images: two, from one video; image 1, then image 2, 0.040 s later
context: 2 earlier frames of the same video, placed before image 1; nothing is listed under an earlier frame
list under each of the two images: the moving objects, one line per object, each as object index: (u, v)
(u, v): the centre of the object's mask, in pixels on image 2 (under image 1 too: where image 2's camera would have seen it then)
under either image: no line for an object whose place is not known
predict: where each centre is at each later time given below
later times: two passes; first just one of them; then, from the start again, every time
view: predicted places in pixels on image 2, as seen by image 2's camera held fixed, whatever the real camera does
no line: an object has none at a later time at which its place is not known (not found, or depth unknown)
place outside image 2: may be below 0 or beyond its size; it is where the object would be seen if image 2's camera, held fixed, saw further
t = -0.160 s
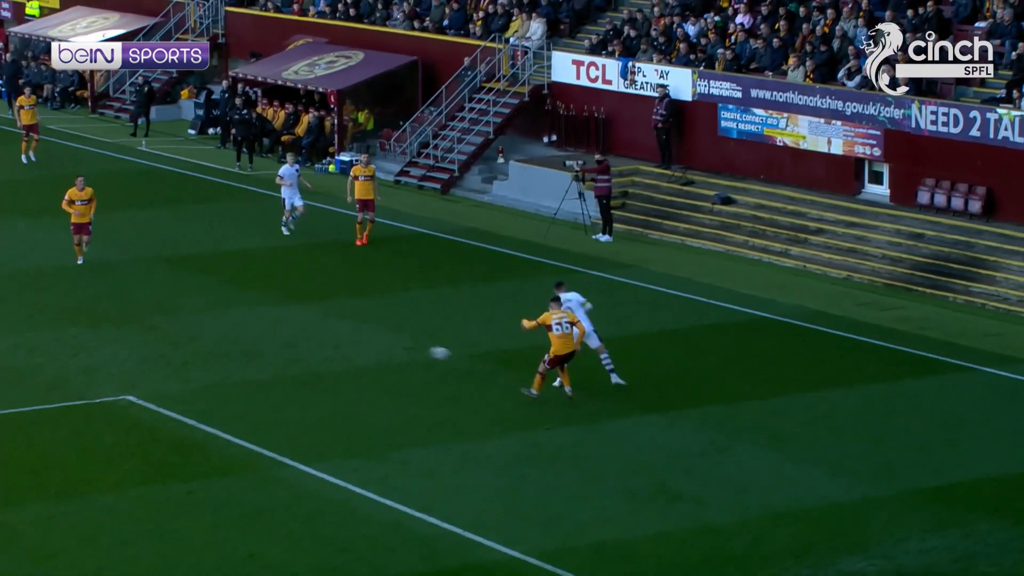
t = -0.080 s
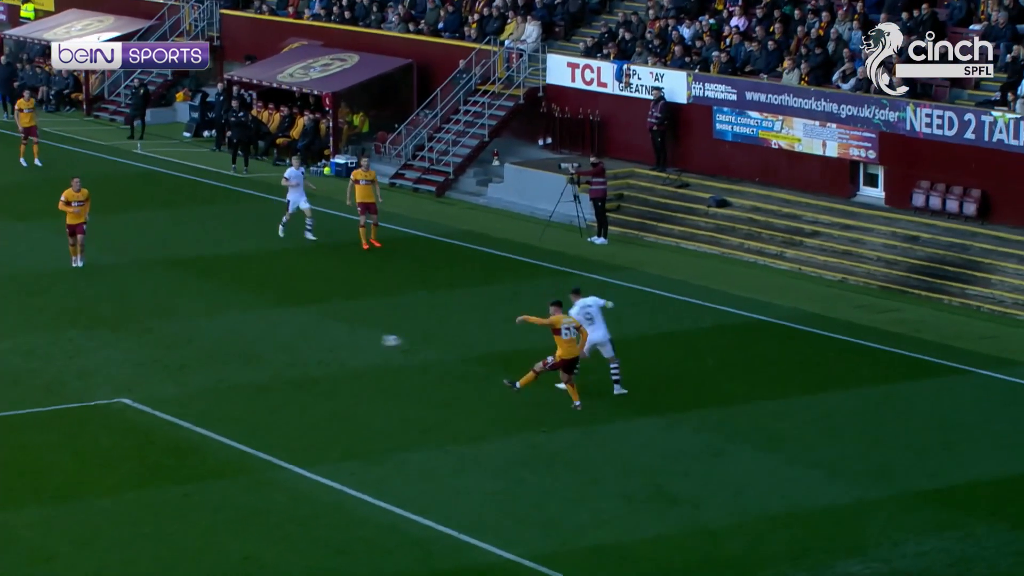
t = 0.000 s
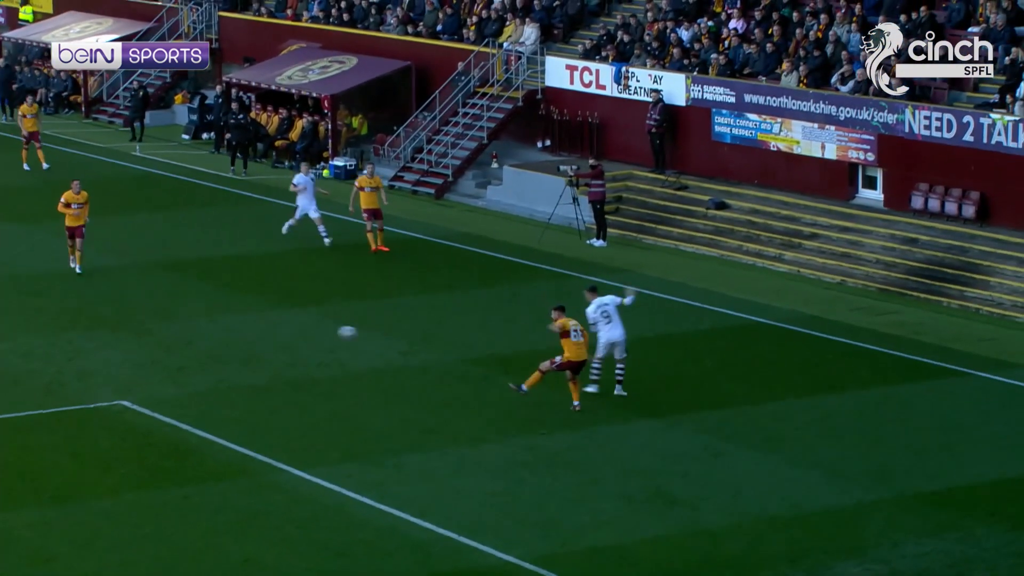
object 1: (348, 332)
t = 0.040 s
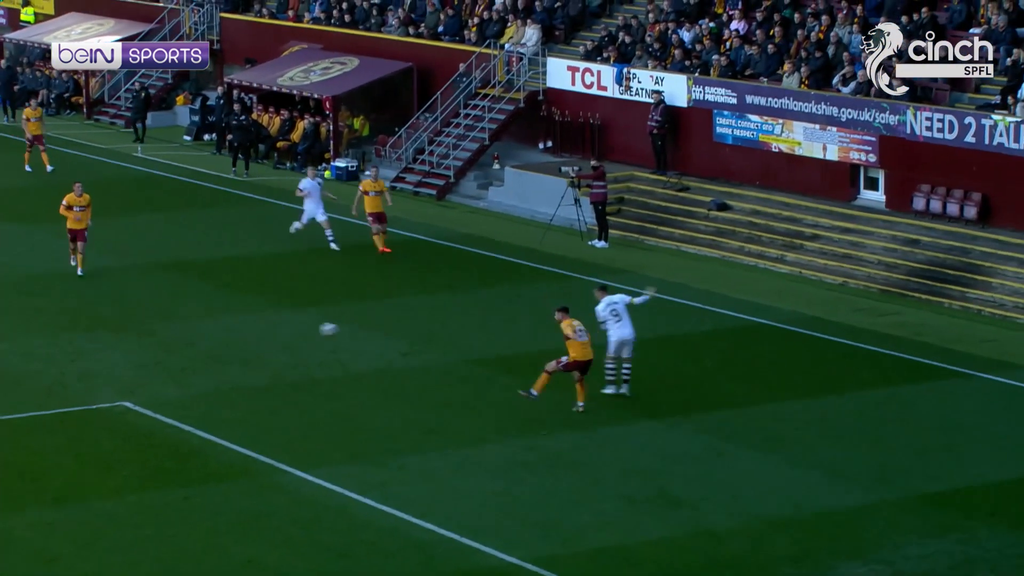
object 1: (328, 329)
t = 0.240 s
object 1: (229, 321)
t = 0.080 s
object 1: (307, 325)
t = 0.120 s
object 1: (287, 322)
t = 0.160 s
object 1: (268, 321)
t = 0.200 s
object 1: (248, 321)
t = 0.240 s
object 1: (229, 321)
